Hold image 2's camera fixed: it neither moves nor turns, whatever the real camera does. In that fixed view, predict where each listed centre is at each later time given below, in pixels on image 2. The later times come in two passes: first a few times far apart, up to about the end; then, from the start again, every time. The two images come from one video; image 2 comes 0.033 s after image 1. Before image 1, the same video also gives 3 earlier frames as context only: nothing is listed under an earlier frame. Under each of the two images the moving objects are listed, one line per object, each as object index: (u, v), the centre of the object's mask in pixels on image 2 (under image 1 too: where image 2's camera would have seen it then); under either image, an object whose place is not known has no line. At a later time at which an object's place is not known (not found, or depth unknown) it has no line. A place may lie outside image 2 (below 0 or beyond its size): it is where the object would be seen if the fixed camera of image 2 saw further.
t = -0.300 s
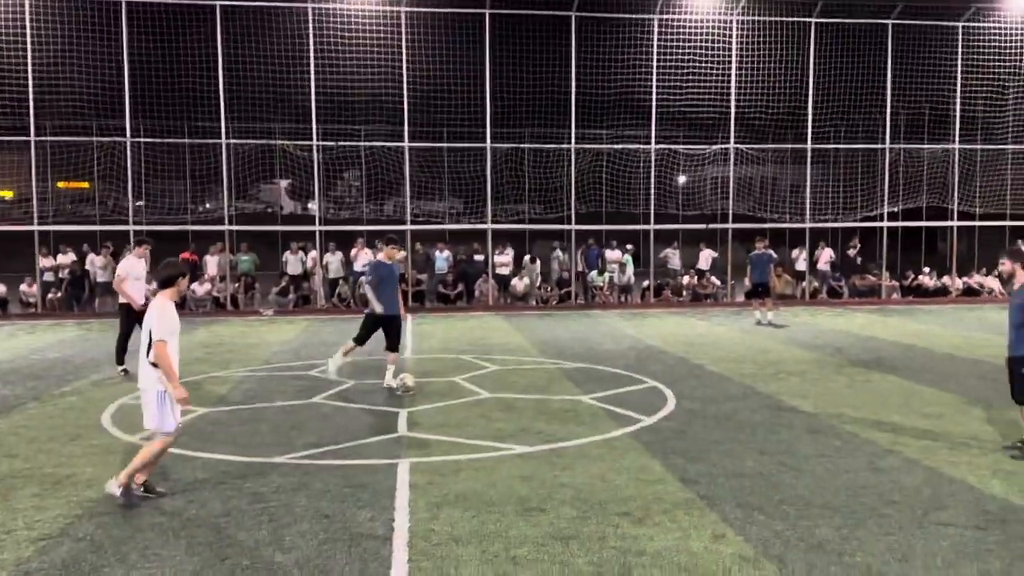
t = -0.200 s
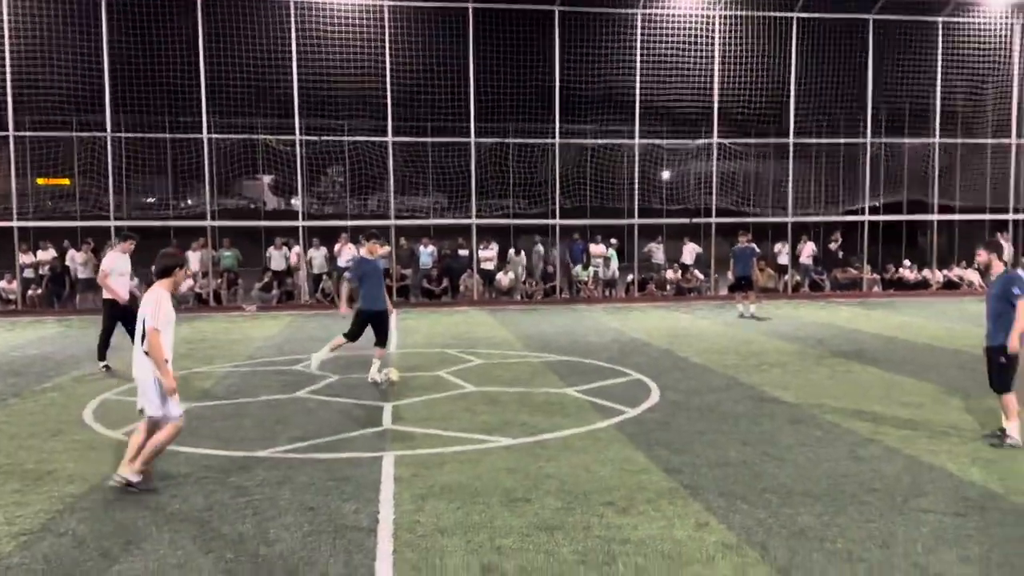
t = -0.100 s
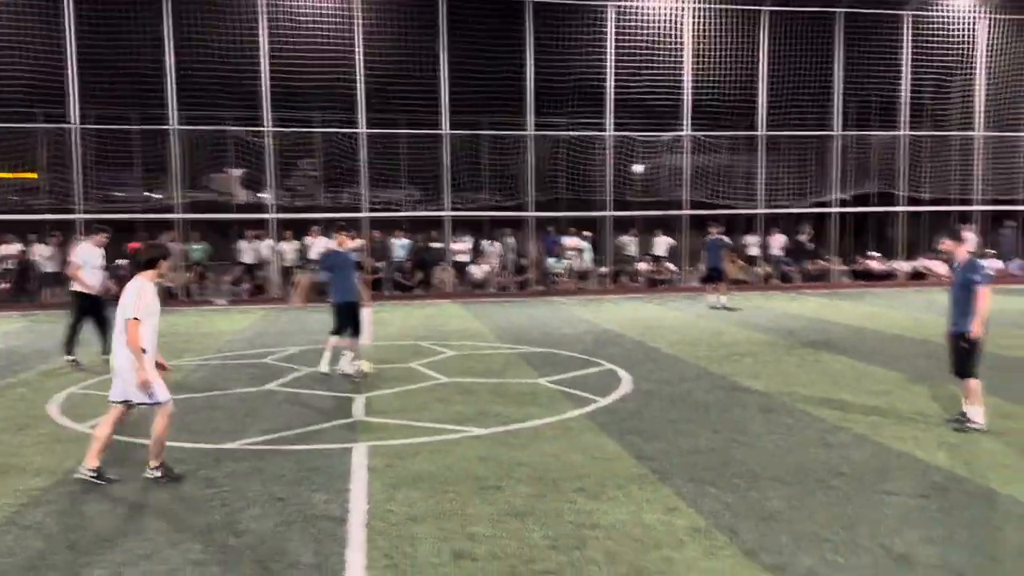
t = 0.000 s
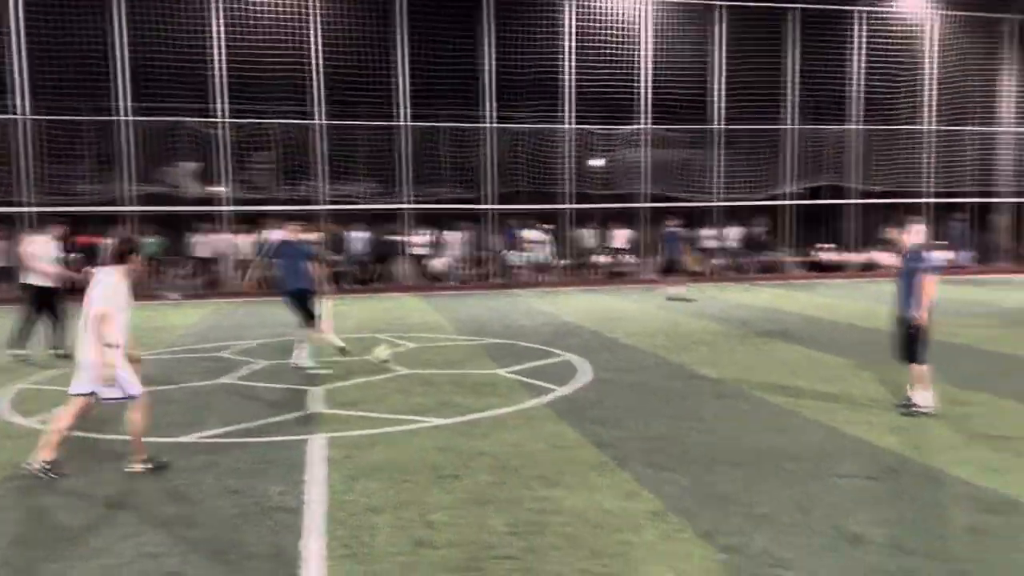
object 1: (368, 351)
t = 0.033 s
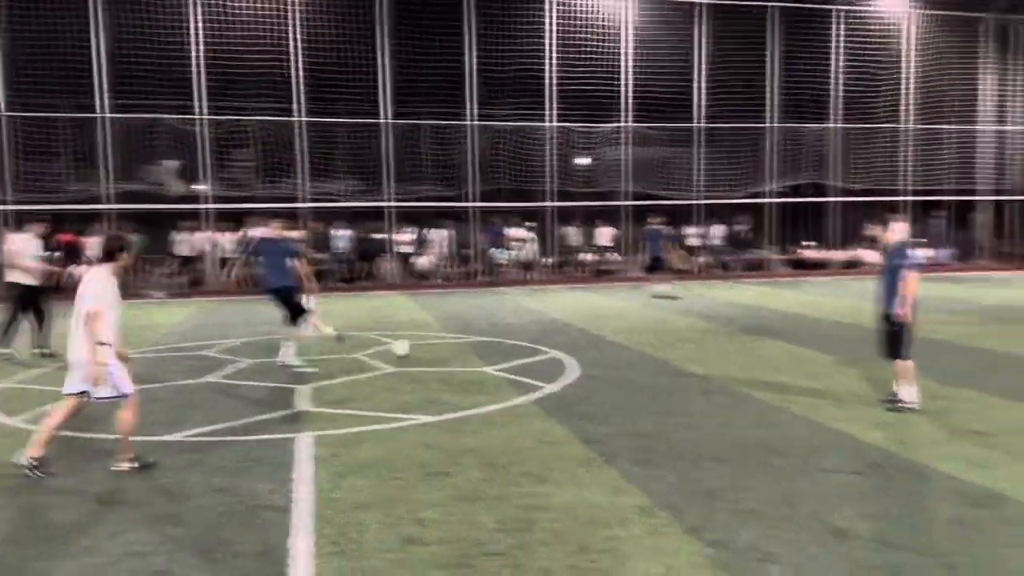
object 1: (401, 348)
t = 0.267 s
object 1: (595, 338)
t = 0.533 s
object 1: (756, 328)
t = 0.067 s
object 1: (431, 345)
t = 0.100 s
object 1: (465, 344)
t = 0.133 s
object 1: (494, 344)
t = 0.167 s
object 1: (520, 345)
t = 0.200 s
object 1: (552, 342)
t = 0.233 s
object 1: (574, 340)
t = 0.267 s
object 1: (595, 338)
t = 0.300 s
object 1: (620, 335)
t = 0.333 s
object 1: (642, 335)
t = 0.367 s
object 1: (663, 335)
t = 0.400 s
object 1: (688, 335)
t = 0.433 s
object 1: (705, 337)
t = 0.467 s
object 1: (721, 332)
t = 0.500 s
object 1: (741, 328)
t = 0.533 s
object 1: (756, 328)
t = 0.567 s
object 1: (771, 327)
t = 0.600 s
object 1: (789, 328)
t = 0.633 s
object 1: (804, 328)
